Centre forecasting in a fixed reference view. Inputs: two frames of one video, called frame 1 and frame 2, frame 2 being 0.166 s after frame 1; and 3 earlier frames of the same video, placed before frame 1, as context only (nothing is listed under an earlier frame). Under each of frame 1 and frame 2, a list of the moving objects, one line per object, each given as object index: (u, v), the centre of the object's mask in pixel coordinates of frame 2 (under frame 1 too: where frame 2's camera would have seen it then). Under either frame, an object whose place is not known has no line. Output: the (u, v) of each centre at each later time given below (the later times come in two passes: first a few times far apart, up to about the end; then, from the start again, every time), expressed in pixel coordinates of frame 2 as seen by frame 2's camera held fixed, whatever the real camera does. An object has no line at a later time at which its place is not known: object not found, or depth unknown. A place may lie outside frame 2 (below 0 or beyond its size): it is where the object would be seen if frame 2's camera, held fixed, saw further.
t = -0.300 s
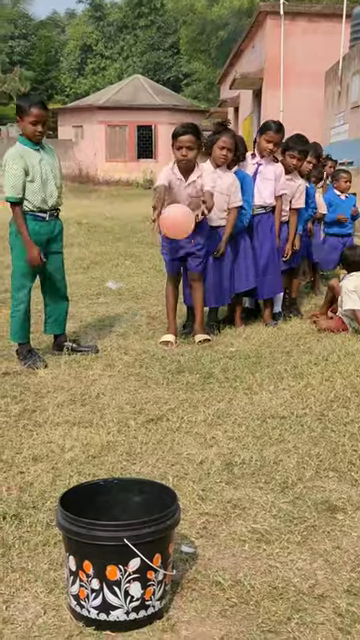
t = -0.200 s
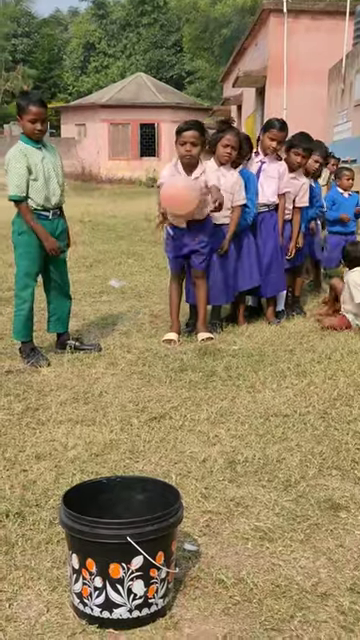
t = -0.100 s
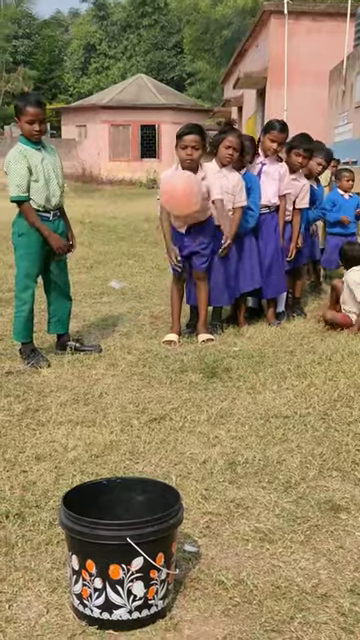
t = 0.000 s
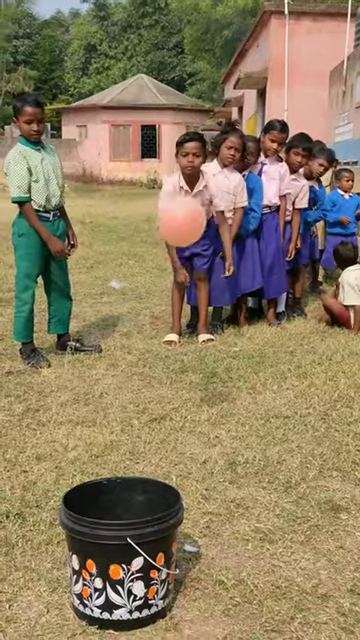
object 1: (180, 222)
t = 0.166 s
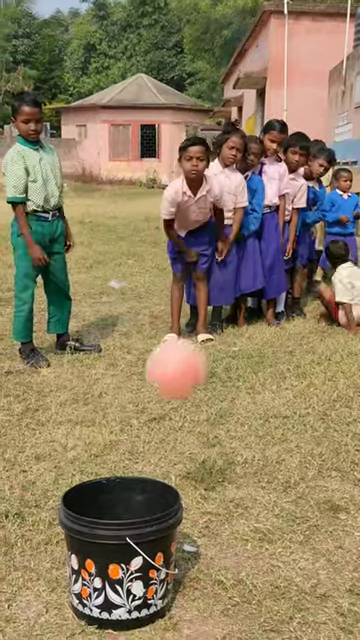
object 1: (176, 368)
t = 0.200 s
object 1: (173, 419)
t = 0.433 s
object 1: (129, 504)
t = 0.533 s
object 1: (95, 605)
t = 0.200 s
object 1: (173, 419)
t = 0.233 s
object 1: (170, 462)
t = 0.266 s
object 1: (164, 456)
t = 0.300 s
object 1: (158, 454)
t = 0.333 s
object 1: (152, 459)
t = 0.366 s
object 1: (144, 469)
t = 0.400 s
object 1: (137, 484)
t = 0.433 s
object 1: (129, 504)
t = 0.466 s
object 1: (118, 530)
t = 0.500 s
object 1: (107, 566)
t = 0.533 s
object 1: (95, 605)
